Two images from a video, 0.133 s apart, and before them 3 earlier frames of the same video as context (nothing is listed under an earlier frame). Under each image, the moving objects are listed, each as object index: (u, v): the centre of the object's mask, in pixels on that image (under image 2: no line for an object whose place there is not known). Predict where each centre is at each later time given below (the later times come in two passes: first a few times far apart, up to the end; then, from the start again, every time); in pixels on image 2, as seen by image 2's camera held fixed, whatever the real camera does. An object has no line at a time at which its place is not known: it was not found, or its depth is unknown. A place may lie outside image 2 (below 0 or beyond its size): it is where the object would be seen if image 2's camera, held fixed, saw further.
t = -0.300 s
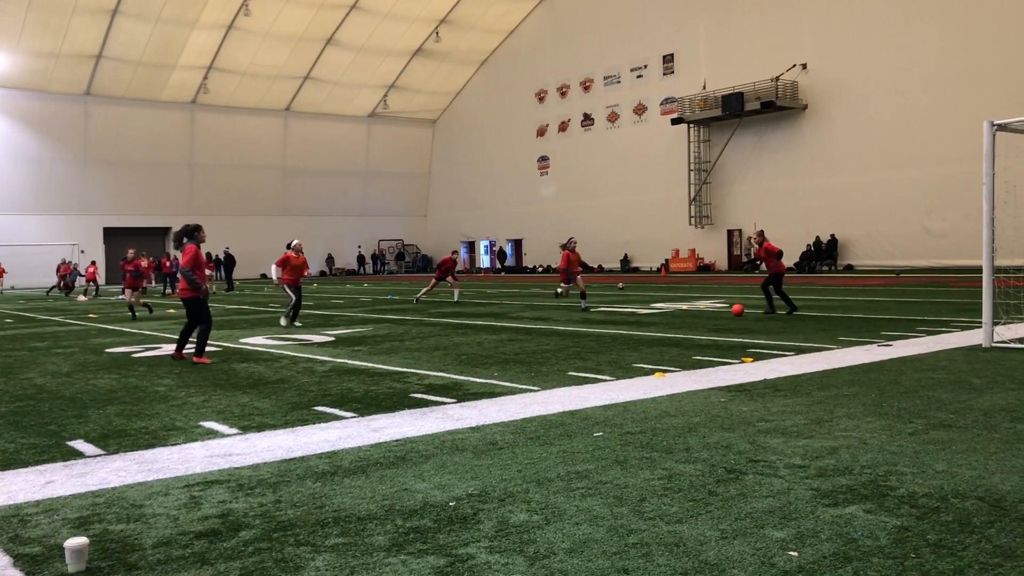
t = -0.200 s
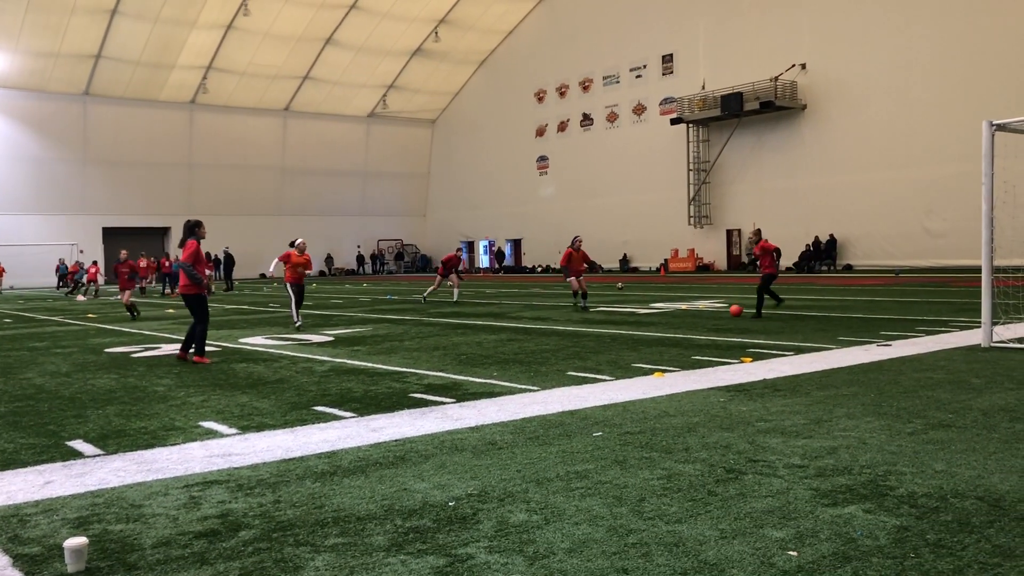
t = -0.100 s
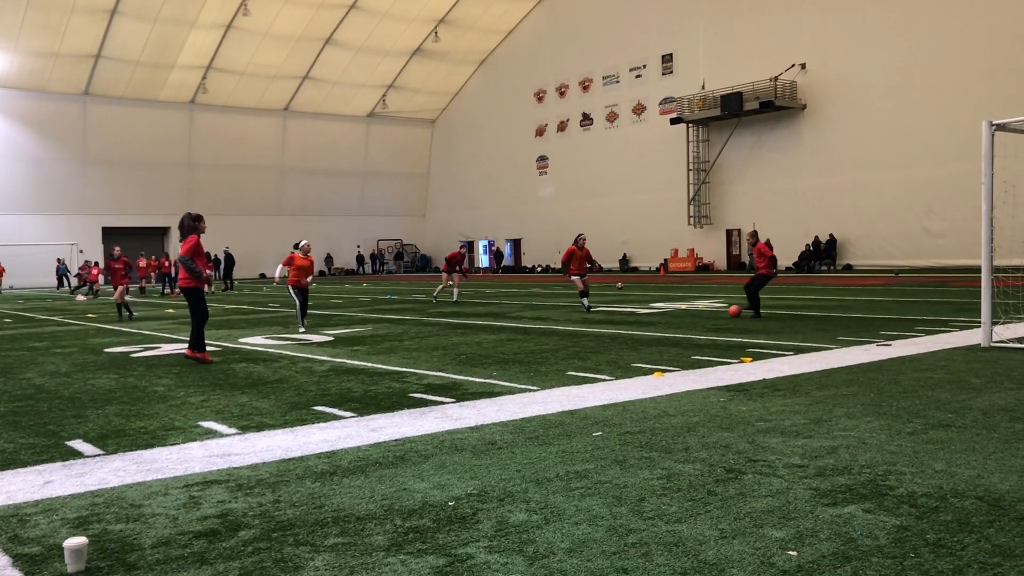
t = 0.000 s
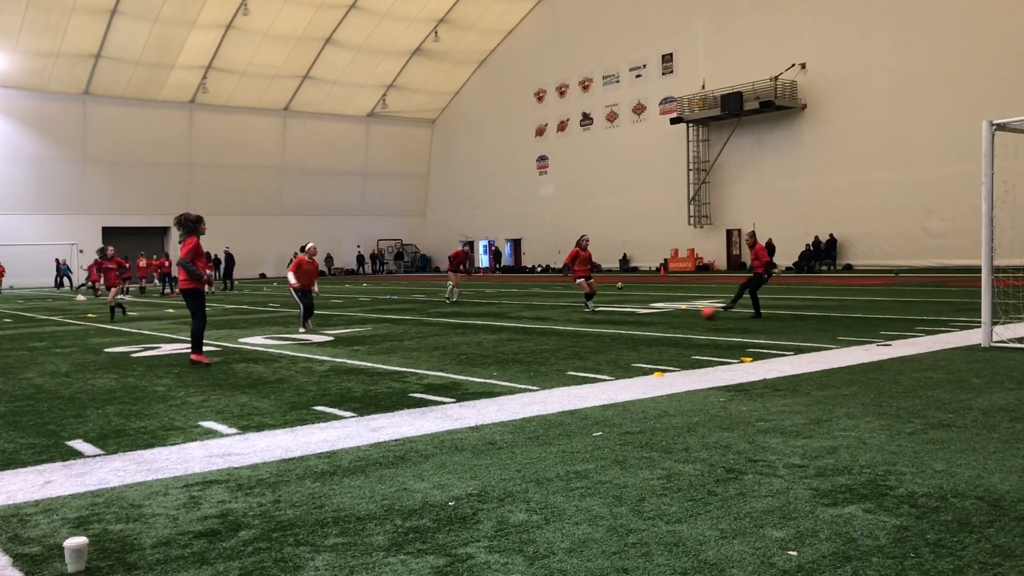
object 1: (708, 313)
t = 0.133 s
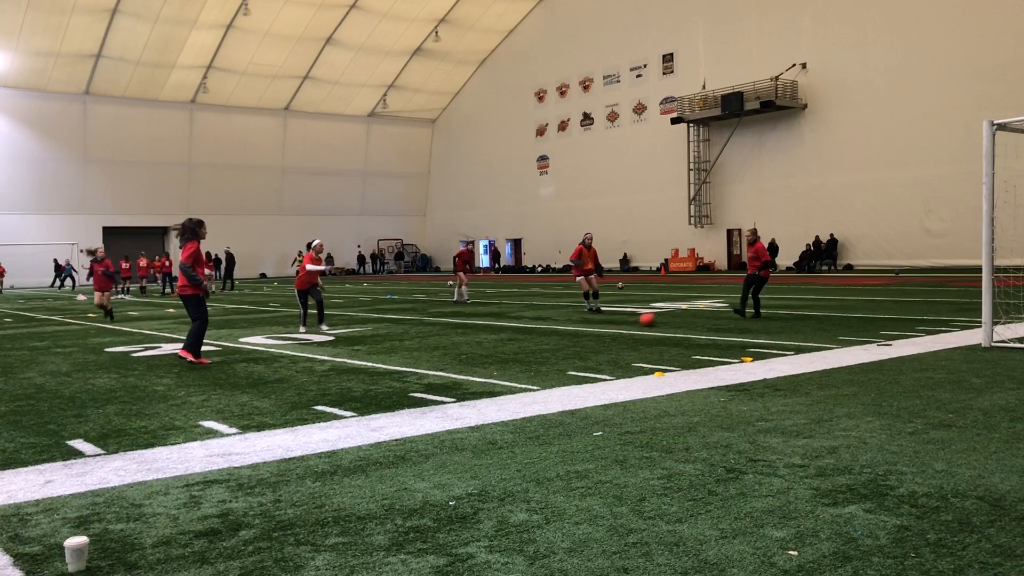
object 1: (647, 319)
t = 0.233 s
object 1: (598, 325)
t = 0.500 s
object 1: (457, 341)
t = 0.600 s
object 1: (399, 350)
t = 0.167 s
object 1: (631, 321)
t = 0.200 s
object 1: (615, 322)
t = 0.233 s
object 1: (598, 325)
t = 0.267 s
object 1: (581, 328)
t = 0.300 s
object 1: (564, 328)
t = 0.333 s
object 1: (547, 329)
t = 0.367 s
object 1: (530, 331)
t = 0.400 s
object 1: (512, 334)
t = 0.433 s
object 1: (494, 338)
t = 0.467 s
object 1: (475, 341)
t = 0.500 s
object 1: (457, 341)
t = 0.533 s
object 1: (439, 343)
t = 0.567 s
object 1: (419, 346)
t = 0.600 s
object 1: (399, 350)
